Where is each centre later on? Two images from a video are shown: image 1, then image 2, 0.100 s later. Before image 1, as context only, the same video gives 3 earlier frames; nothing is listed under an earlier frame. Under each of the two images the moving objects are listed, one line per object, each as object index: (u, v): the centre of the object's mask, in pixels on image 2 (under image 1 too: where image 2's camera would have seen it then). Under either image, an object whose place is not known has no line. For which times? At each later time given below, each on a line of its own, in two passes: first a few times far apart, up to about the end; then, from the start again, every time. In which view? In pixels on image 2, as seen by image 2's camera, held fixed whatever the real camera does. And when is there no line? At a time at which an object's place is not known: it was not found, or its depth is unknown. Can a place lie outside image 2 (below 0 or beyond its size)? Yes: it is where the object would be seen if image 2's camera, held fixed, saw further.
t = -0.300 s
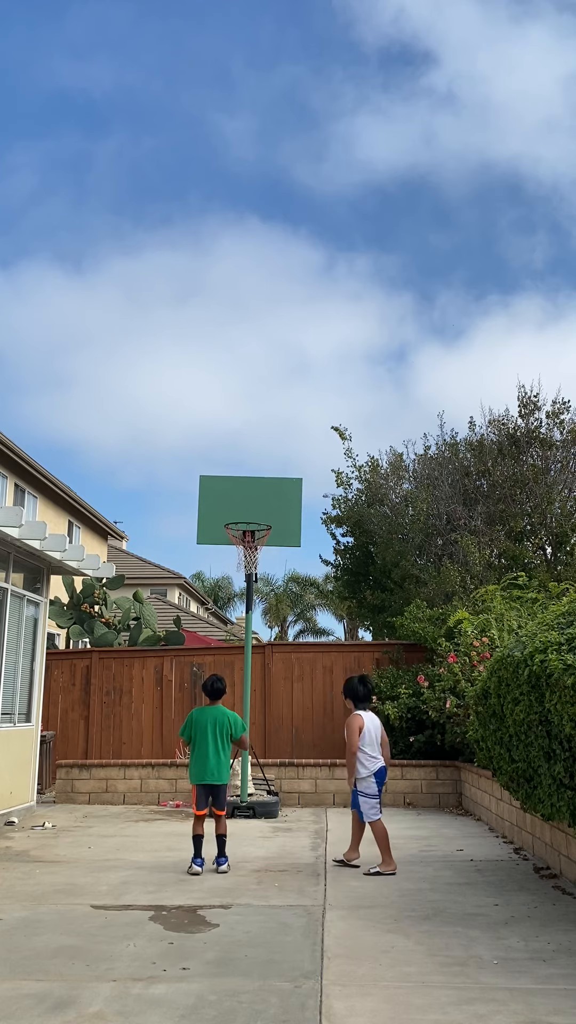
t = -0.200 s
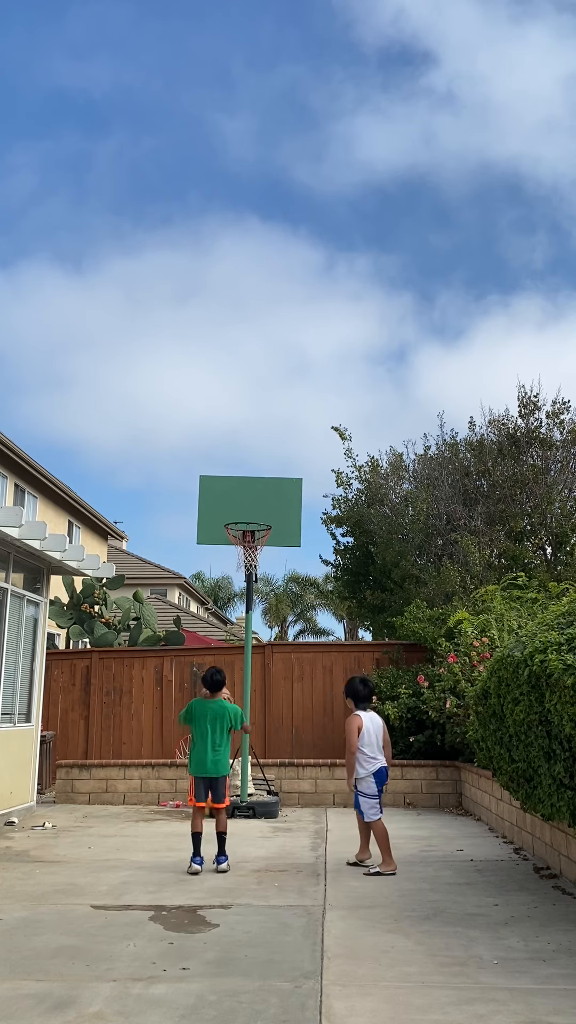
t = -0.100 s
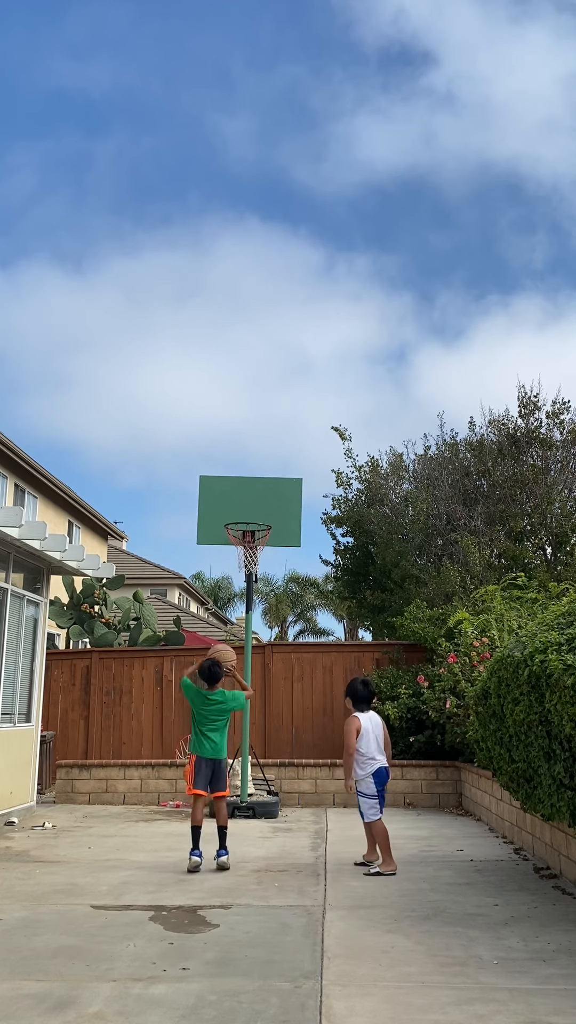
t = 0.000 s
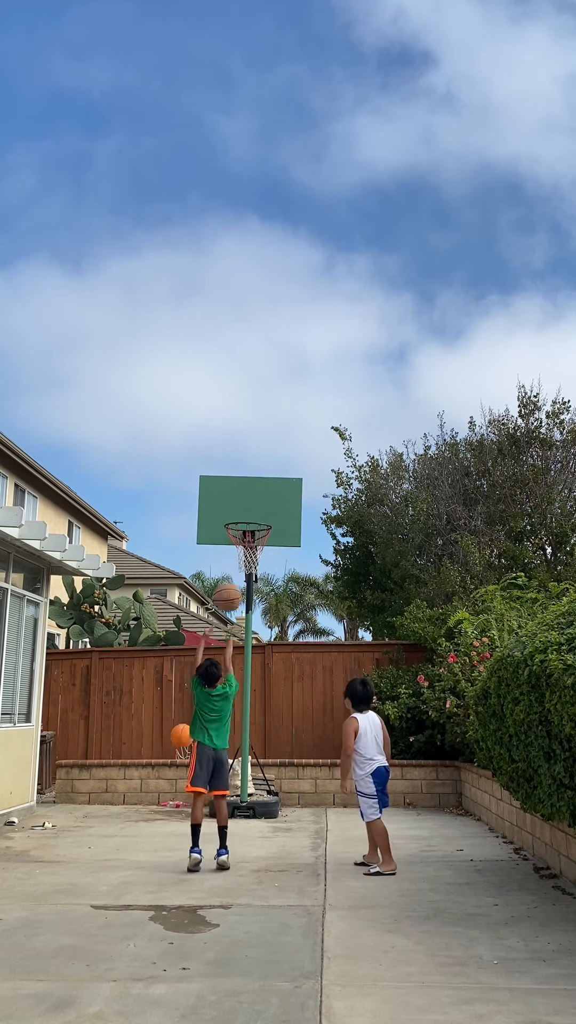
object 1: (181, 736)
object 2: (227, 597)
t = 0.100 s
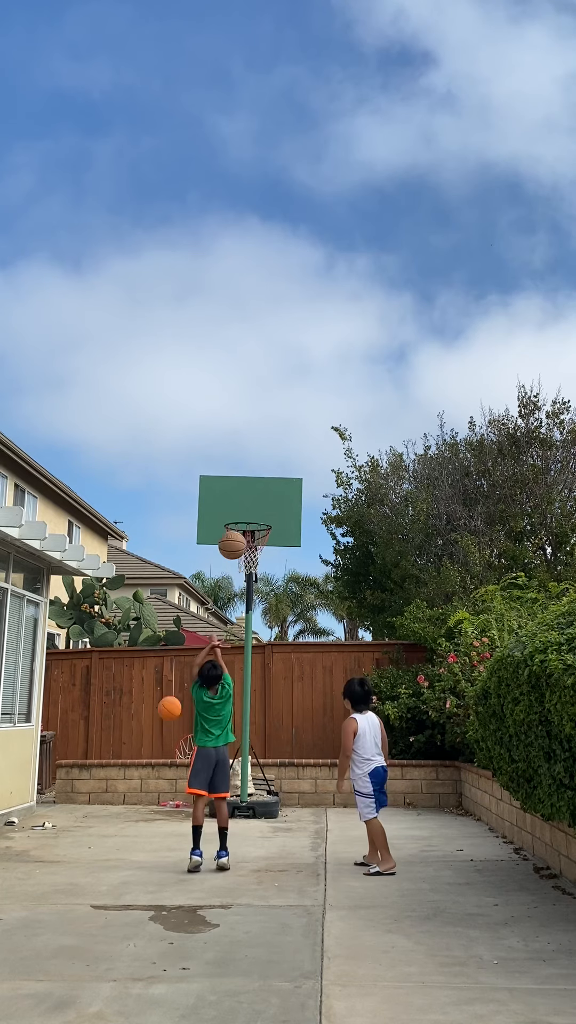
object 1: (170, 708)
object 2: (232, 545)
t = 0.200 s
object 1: (157, 689)
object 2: (237, 508)
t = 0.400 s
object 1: (129, 683)
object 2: (244, 473)
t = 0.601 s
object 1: (98, 716)
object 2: (250, 479)
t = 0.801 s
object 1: (64, 793)
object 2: (255, 515)
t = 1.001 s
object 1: (52, 758)
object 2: (250, 530)
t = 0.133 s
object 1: (165, 701)
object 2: (234, 531)
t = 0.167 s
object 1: (161, 695)
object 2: (235, 519)
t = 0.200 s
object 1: (157, 689)
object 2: (237, 508)
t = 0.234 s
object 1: (152, 686)
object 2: (238, 499)
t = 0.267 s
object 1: (148, 684)
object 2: (239, 492)
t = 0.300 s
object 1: (143, 682)
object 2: (241, 485)
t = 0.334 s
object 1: (138, 680)
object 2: (242, 480)
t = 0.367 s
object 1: (134, 681)
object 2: (243, 476)
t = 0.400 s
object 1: (129, 683)
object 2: (244, 473)
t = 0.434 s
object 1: (124, 686)
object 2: (245, 472)
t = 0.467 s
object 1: (119, 689)
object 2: (246, 471)
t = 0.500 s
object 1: (114, 695)
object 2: (247, 471)
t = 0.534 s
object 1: (109, 701)
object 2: (248, 473)
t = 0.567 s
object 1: (103, 708)
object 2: (249, 476)
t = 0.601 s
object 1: (98, 716)
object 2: (250, 479)
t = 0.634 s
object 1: (93, 726)
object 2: (251, 484)
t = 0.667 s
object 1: (87, 737)
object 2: (252, 490)
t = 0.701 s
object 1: (82, 749)
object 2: (253, 496)
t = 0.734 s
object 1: (76, 762)
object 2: (254, 504)
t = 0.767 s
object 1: (71, 776)
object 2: (255, 512)
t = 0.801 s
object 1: (64, 793)
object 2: (255, 515)
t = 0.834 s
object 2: (255, 516)
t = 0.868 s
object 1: (56, 807)
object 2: (255, 517)
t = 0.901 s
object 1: (55, 793)
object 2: (255, 521)
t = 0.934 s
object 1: (55, 781)
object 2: (254, 525)
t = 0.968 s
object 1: (53, 768)
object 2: (253, 529)
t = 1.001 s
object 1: (52, 758)
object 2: (250, 530)
